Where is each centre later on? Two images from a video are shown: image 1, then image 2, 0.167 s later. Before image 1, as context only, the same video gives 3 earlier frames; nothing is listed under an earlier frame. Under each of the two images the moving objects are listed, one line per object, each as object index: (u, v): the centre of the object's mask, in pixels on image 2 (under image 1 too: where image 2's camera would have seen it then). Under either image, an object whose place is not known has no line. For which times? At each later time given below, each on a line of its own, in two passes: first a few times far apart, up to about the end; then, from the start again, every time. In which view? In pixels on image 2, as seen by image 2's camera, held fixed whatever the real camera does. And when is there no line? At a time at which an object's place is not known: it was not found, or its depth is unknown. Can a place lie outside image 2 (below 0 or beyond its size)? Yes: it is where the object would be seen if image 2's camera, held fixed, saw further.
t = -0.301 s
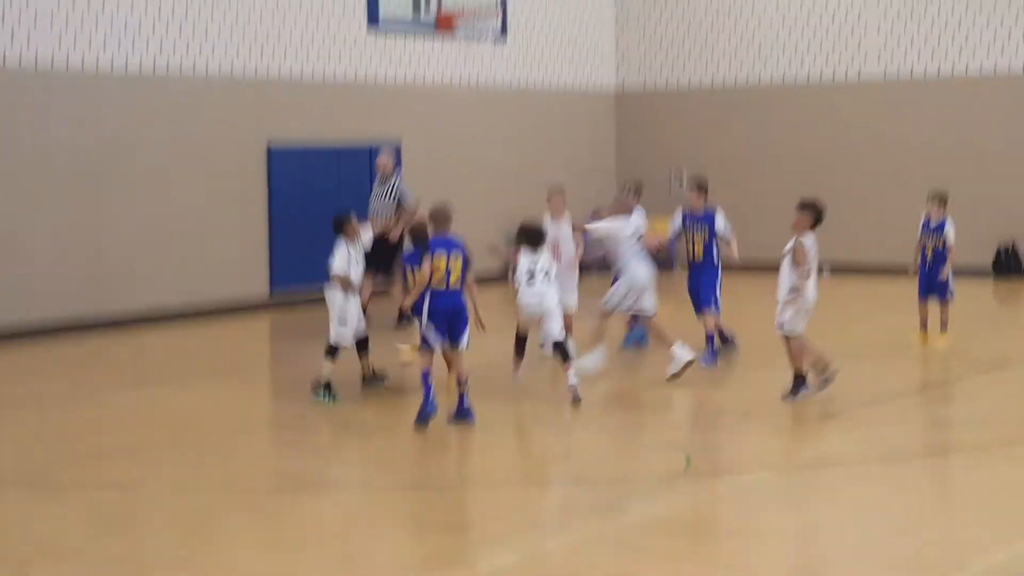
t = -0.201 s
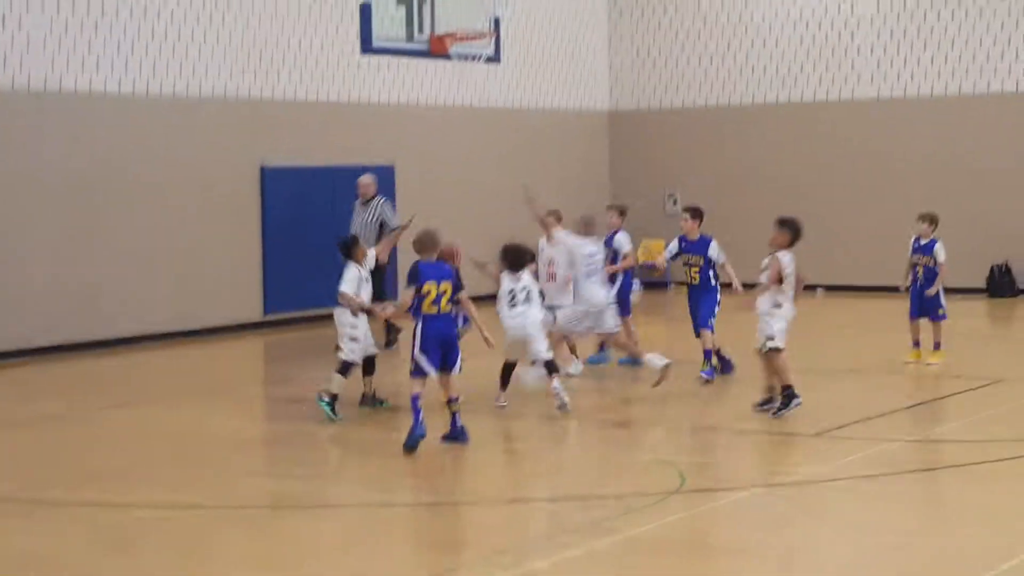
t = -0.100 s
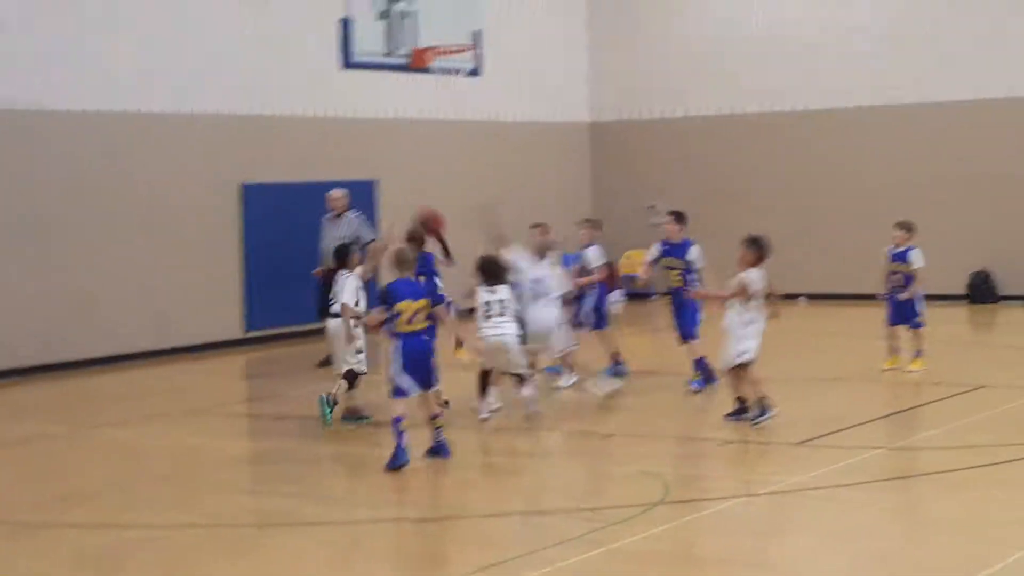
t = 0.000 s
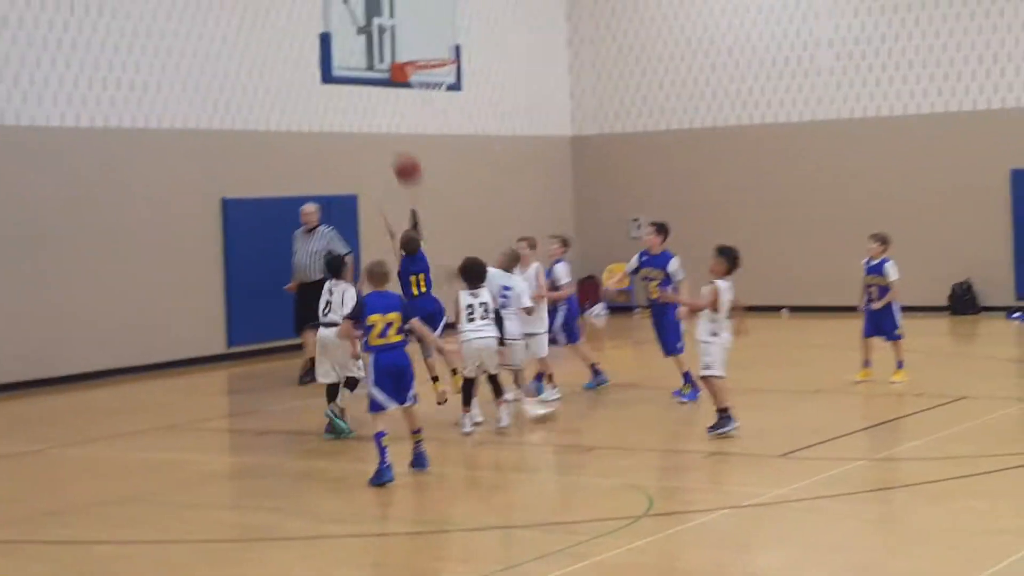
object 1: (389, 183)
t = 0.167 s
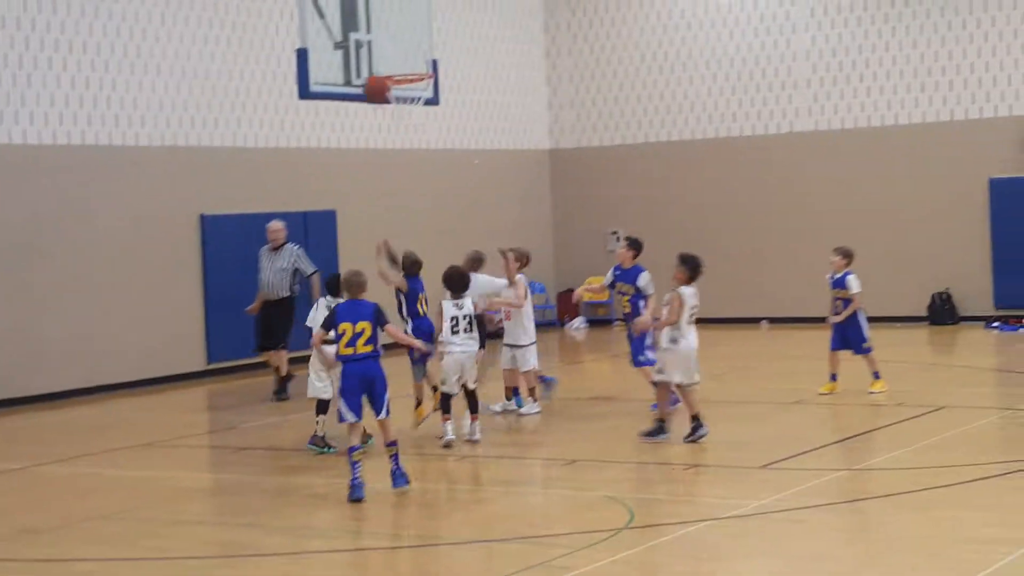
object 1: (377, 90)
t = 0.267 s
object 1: (369, 50)
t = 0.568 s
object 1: (388, 13)
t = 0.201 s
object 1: (374, 74)
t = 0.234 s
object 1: (371, 62)
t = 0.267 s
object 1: (369, 50)
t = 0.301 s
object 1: (368, 40)
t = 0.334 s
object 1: (367, 31)
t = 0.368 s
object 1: (365, 24)
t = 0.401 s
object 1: (363, 18)
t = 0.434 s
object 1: (362, 13)
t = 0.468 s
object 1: (365, 11)
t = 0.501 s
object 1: (373, 10)
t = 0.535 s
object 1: (381, 11)
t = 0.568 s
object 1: (388, 13)
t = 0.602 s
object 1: (395, 16)
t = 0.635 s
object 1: (403, 20)
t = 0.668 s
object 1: (410, 26)
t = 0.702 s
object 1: (417, 33)
